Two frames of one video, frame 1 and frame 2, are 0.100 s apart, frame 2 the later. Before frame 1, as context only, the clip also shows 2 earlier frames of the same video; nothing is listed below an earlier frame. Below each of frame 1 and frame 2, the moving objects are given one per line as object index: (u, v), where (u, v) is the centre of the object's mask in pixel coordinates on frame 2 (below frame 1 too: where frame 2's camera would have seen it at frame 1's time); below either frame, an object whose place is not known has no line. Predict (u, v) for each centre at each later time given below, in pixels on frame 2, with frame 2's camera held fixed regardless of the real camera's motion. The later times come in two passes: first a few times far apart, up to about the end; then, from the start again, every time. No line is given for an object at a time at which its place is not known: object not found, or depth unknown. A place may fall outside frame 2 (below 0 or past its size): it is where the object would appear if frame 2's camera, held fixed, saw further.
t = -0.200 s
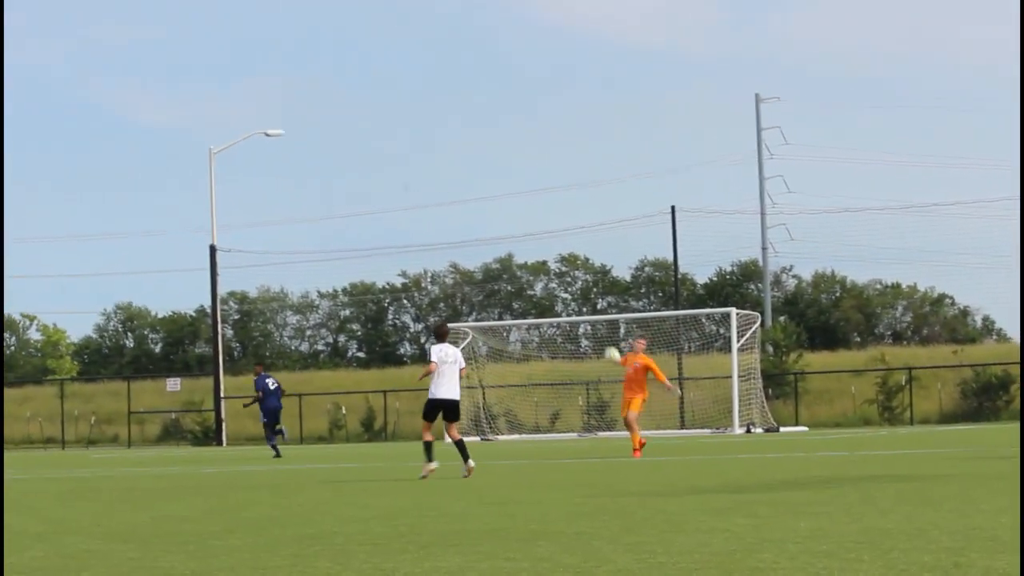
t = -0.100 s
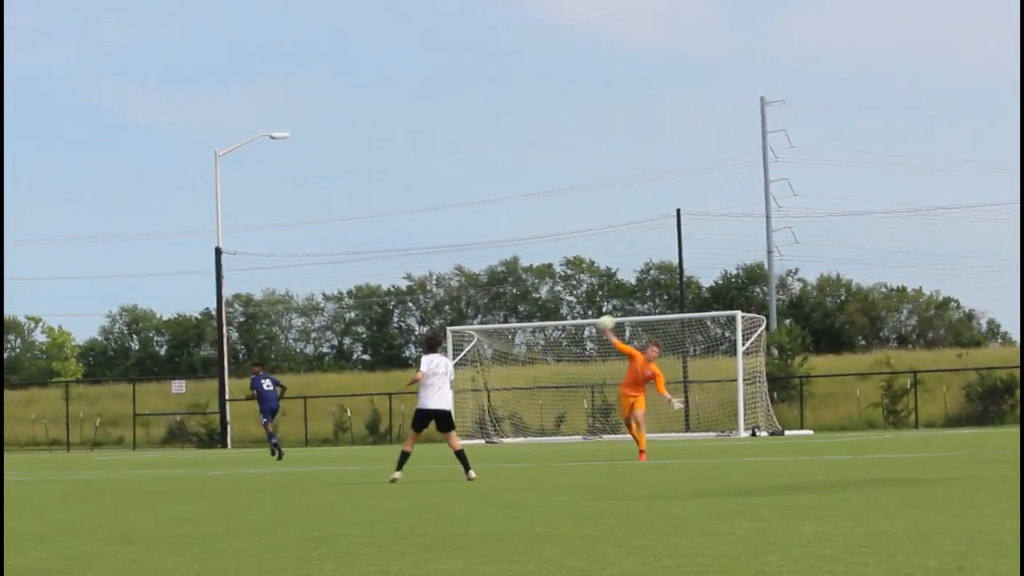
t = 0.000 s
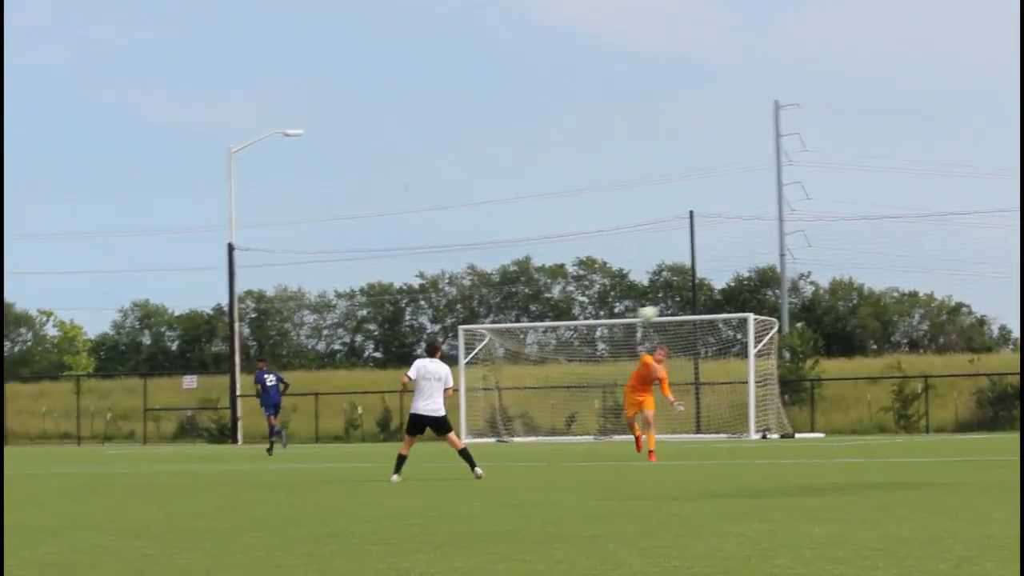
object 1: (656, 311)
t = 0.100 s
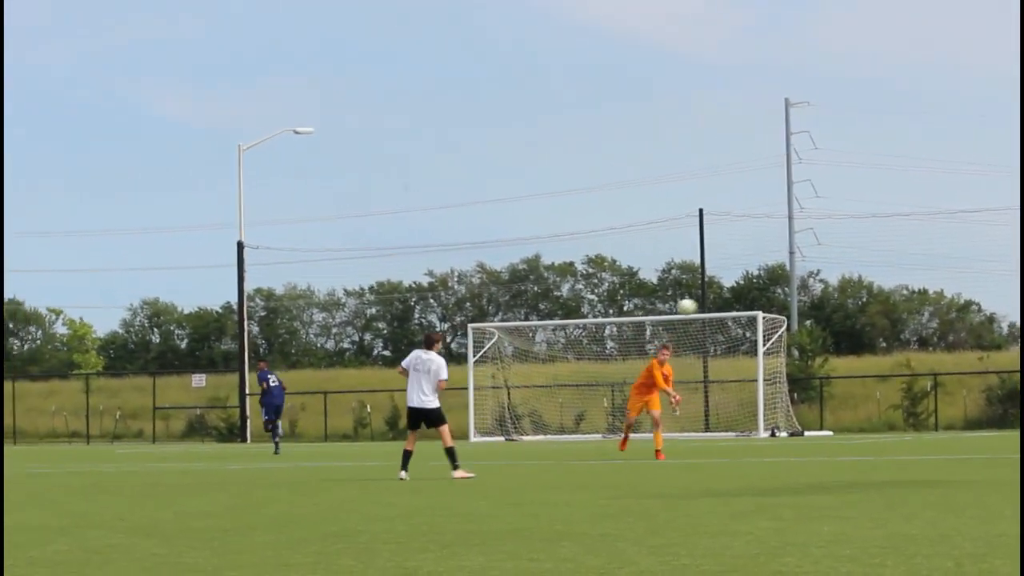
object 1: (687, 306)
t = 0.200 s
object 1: (717, 305)
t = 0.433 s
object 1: (785, 322)
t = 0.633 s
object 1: (840, 361)
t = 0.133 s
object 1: (696, 306)
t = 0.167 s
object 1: (707, 305)
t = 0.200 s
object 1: (717, 305)
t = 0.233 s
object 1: (727, 306)
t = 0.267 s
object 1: (737, 306)
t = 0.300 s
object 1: (747, 308)
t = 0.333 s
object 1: (757, 311)
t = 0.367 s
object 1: (767, 314)
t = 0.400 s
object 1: (776, 317)
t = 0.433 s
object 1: (785, 322)
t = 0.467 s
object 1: (795, 327)
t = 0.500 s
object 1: (804, 332)
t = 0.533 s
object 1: (813, 339)
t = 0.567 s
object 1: (822, 346)
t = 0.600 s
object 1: (831, 353)
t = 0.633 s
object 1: (840, 361)
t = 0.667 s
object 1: (849, 371)
